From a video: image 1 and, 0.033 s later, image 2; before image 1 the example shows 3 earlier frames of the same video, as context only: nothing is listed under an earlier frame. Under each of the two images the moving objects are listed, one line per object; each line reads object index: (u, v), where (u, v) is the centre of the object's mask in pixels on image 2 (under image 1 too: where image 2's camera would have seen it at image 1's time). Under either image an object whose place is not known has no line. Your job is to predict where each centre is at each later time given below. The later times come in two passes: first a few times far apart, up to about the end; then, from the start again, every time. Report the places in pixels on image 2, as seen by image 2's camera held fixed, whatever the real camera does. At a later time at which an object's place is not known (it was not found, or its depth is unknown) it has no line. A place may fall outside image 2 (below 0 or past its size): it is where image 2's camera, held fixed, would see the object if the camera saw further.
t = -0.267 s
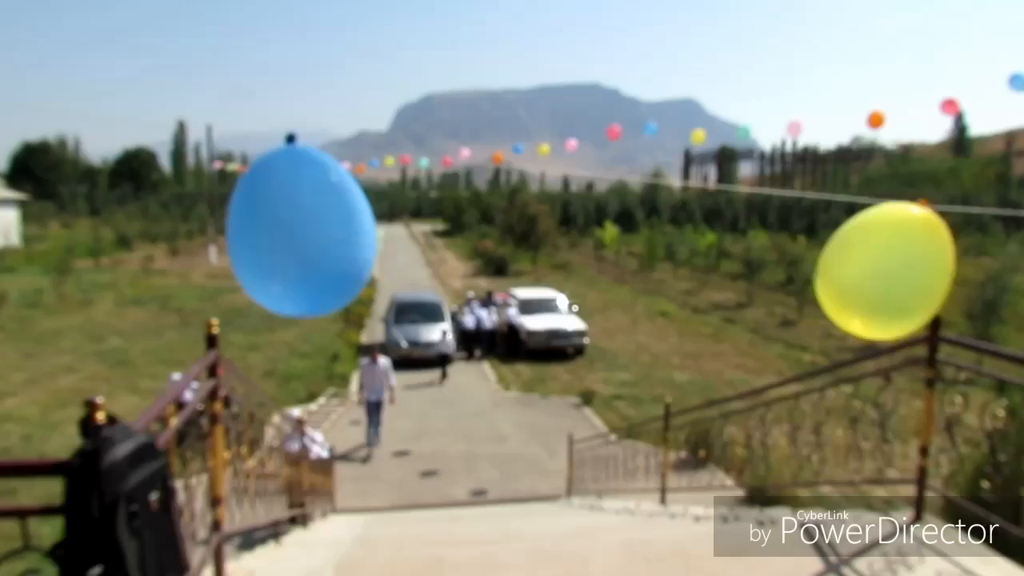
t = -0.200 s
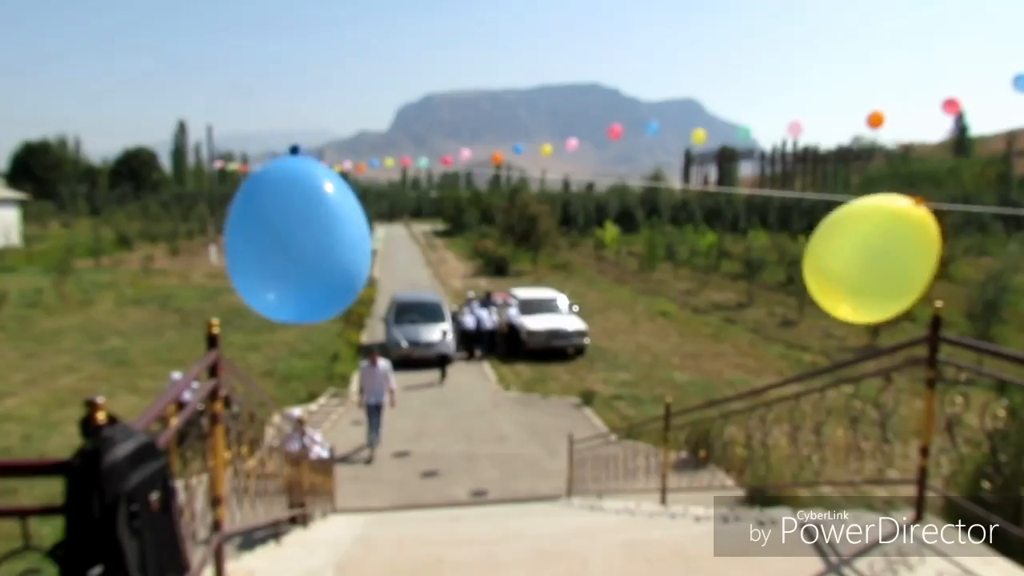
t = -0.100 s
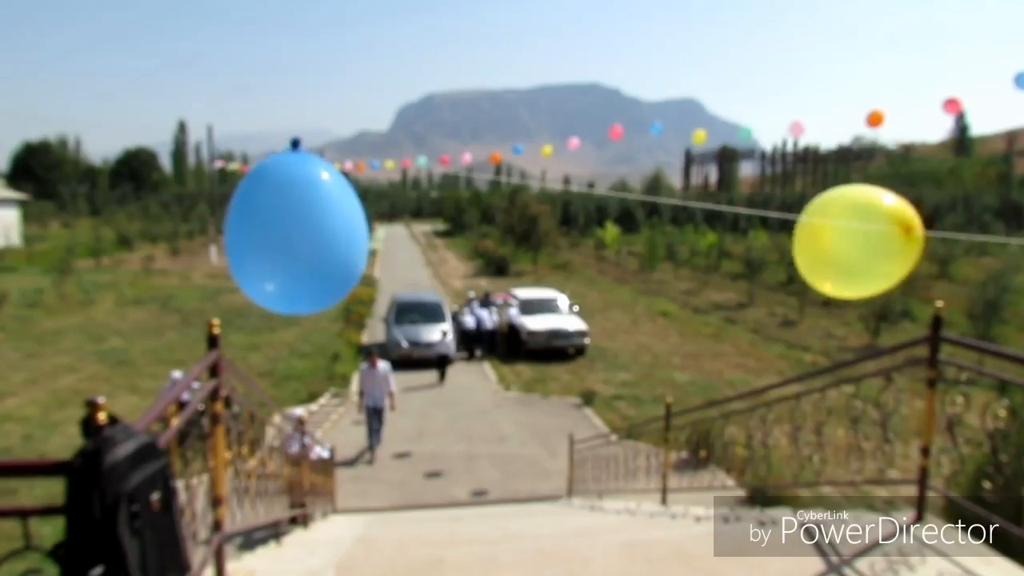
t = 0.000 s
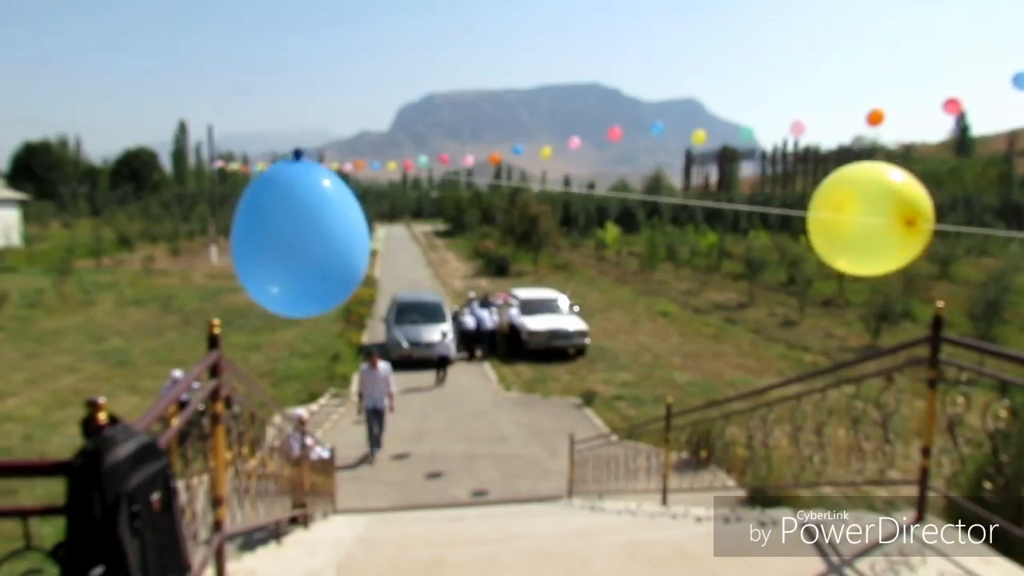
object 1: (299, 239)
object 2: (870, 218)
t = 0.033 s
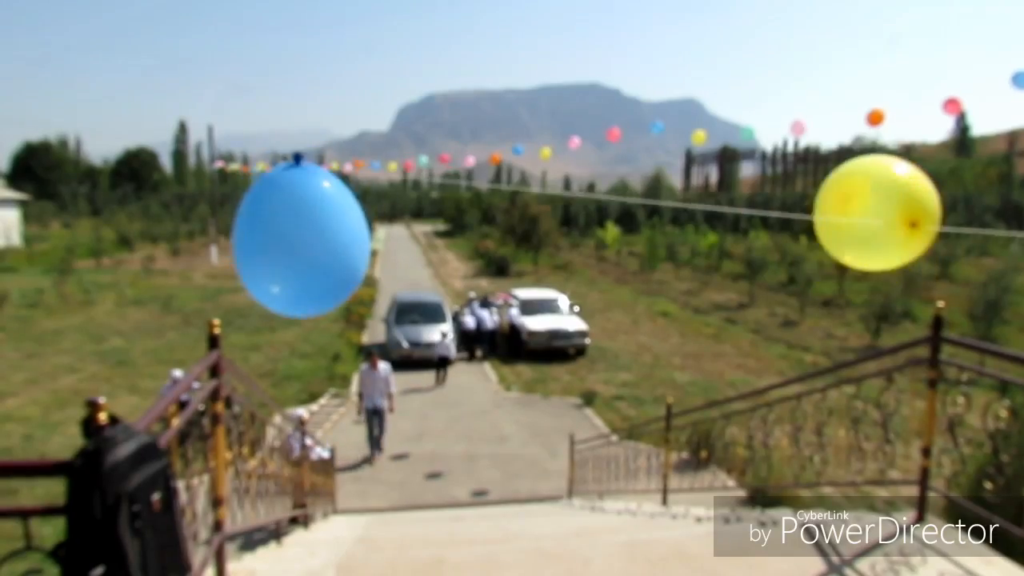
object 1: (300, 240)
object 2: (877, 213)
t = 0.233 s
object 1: (308, 168)
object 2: (882, 192)
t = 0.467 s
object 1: (325, 122)
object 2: (887, 239)
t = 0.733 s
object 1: (301, 137)
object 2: (930, 269)
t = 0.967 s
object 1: (276, 166)
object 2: (966, 187)
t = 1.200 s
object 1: (269, 204)
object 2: (950, 161)
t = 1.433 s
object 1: (246, 116)
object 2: (954, 289)
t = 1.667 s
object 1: (237, 87)
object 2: (923, 256)
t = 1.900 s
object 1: (238, 150)
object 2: (914, 198)
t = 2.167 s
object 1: (278, 242)
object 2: (895, 182)
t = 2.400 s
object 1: (302, 212)
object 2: (942, 165)
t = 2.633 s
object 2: (862, 183)
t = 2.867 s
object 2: (882, 148)
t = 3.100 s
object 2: (918, 147)
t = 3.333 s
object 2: (931, 147)
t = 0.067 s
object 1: (301, 238)
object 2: (884, 207)
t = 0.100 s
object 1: (302, 231)
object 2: (889, 201)
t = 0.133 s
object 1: (303, 220)
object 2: (891, 198)
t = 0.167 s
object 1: (304, 205)
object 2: (889, 195)
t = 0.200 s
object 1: (306, 187)
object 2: (886, 193)
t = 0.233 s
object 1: (308, 168)
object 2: (882, 192)
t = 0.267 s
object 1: (310, 153)
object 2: (879, 193)
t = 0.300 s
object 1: (313, 144)
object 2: (877, 196)
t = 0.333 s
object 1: (317, 139)
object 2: (878, 200)
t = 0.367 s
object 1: (322, 133)
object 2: (881, 205)
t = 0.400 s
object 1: (324, 127)
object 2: (885, 211)
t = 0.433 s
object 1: (325, 124)
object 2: (887, 221)
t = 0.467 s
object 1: (325, 122)
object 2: (887, 239)
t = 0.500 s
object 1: (323, 121)
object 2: (886, 260)
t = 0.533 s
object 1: (322, 121)
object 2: (885, 279)
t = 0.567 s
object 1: (319, 123)
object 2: (890, 294)
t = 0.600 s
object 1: (317, 126)
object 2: (898, 300)
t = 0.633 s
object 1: (314, 128)
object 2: (909, 298)
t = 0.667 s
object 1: (311, 130)
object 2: (920, 289)
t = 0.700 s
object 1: (306, 133)
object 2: (927, 279)
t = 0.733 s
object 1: (301, 137)
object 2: (930, 269)
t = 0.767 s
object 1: (295, 141)
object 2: (929, 262)
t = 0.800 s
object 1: (289, 146)
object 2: (930, 253)
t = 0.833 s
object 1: (283, 151)
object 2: (934, 242)
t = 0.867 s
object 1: (277, 154)
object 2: (942, 230)
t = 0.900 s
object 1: (275, 157)
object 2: (951, 217)
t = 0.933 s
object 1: (275, 160)
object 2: (959, 202)
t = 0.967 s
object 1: (276, 166)
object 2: (966, 187)
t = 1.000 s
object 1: (279, 172)
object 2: (970, 172)
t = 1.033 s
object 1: (281, 180)
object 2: (972, 160)
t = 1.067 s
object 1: (282, 189)
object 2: (972, 152)
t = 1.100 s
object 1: (281, 197)
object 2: (971, 148)
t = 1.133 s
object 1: (278, 204)
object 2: (967, 148)
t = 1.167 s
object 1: (274, 207)
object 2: (960, 153)
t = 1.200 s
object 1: (269, 204)
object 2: (950, 161)
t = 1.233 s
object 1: (264, 196)
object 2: (939, 173)
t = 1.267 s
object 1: (259, 185)
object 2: (930, 188)
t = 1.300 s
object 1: (255, 171)
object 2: (930, 205)
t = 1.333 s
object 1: (252, 156)
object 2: (936, 224)
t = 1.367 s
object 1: (252, 140)
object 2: (944, 247)
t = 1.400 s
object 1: (250, 127)
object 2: (949, 269)
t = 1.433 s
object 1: (246, 116)
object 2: (954, 289)
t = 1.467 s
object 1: (240, 105)
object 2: (956, 304)
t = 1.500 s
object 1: (234, 96)
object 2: (954, 311)
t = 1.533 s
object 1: (230, 90)
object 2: (952, 309)
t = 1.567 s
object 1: (229, 86)
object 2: (948, 301)
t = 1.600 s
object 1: (230, 84)
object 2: (942, 288)
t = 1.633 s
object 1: (234, 85)
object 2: (933, 272)
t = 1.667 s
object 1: (237, 87)
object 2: (923, 256)
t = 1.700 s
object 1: (239, 90)
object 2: (914, 241)
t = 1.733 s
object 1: (238, 95)
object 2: (909, 227)
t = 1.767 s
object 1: (237, 100)
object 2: (907, 217)
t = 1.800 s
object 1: (235, 108)
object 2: (908, 210)
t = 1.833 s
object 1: (234, 121)
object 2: (909, 205)
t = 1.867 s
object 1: (236, 136)
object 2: (911, 202)
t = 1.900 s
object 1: (238, 150)
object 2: (914, 198)
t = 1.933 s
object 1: (241, 164)
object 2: (917, 193)
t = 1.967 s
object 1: (245, 177)
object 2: (919, 187)
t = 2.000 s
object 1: (250, 190)
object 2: (920, 182)
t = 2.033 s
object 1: (254, 202)
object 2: (917, 176)
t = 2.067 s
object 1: (258, 215)
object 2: (908, 176)
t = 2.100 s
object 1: (265, 227)
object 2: (897, 178)
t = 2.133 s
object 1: (271, 237)
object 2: (891, 181)
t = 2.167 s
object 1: (278, 242)
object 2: (895, 182)
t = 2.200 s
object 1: (284, 243)
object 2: (903, 183)
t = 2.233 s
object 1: (290, 240)
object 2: (913, 182)
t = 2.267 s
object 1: (295, 234)
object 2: (927, 177)
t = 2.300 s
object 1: (299, 227)
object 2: (937, 172)
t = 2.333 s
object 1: (301, 220)
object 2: (941, 168)
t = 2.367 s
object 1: (302, 215)
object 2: (944, 166)
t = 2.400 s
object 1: (302, 212)
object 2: (942, 165)
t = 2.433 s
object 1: (300, 211)
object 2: (937, 164)
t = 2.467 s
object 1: (296, 210)
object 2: (926, 160)
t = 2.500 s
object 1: (290, 207)
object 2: (911, 158)
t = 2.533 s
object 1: (283, 201)
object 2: (893, 162)
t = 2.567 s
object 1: (274, 192)
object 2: (877, 167)
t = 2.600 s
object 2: (866, 173)
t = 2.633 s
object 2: (862, 183)
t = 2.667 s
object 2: (862, 194)
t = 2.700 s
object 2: (862, 201)
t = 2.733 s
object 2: (861, 187)
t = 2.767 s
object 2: (863, 174)
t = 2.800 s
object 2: (867, 164)
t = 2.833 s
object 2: (874, 155)
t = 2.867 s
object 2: (882, 148)
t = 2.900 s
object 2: (891, 143)
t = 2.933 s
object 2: (898, 141)
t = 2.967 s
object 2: (905, 142)
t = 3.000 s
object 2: (911, 144)
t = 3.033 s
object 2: (914, 146)
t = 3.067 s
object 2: (916, 147)
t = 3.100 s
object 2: (918, 147)
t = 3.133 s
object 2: (921, 145)
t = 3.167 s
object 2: (925, 144)
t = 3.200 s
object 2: (927, 144)
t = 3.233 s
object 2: (929, 143)
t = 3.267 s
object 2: (931, 143)
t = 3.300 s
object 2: (932, 144)
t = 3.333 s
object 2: (931, 147)
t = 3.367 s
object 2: (932, 152)
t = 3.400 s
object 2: (932, 158)
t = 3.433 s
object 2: (933, 162)
